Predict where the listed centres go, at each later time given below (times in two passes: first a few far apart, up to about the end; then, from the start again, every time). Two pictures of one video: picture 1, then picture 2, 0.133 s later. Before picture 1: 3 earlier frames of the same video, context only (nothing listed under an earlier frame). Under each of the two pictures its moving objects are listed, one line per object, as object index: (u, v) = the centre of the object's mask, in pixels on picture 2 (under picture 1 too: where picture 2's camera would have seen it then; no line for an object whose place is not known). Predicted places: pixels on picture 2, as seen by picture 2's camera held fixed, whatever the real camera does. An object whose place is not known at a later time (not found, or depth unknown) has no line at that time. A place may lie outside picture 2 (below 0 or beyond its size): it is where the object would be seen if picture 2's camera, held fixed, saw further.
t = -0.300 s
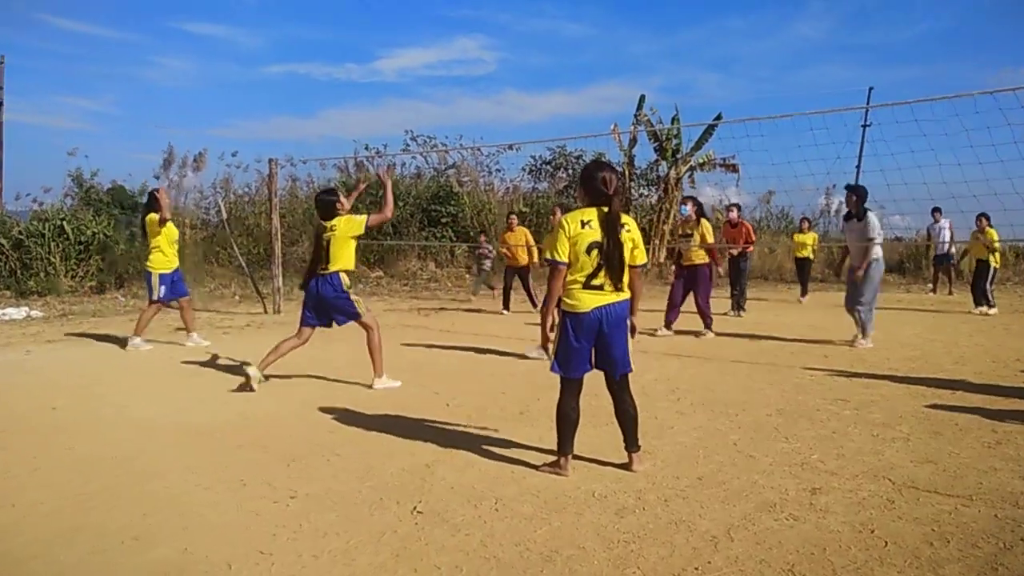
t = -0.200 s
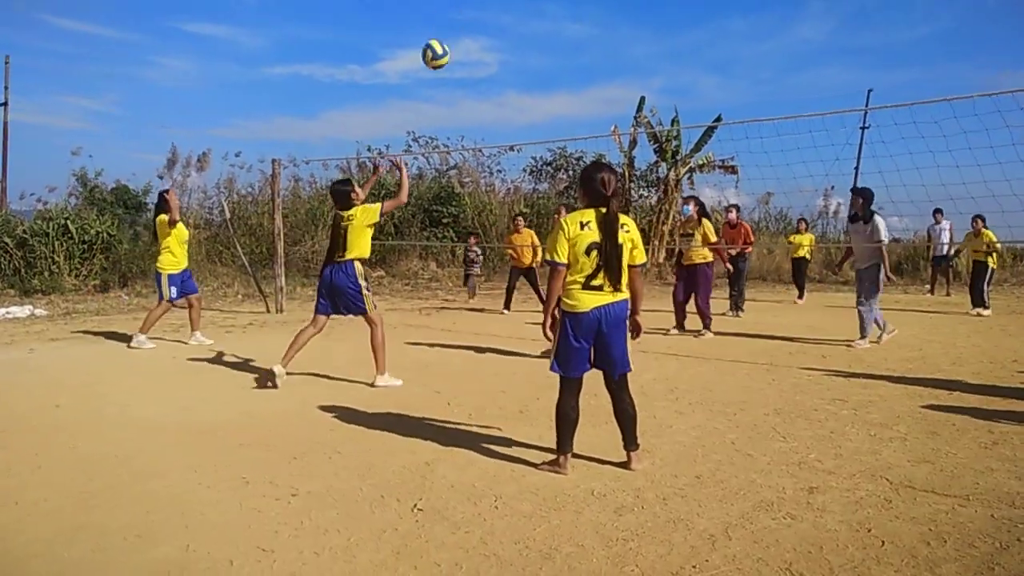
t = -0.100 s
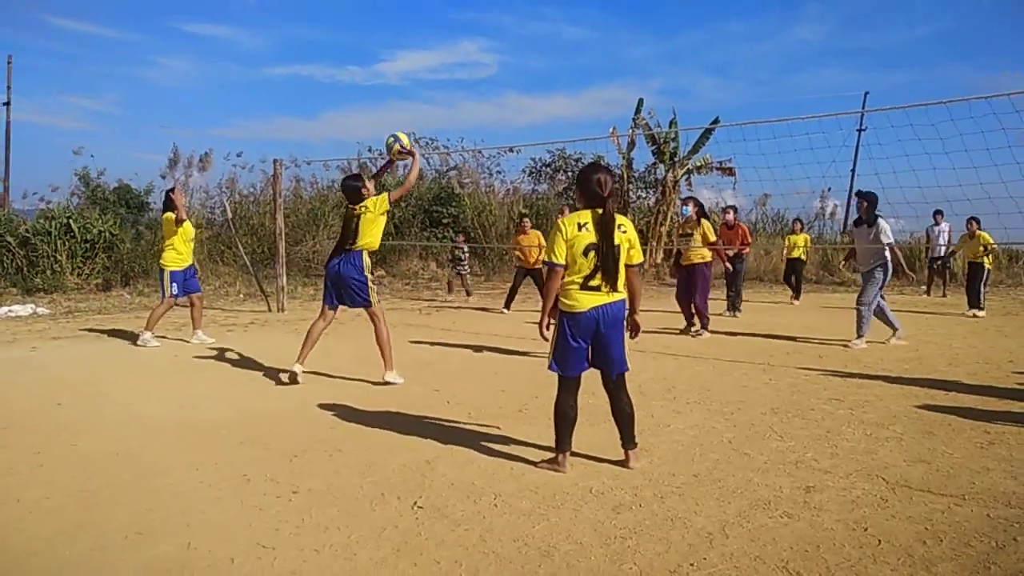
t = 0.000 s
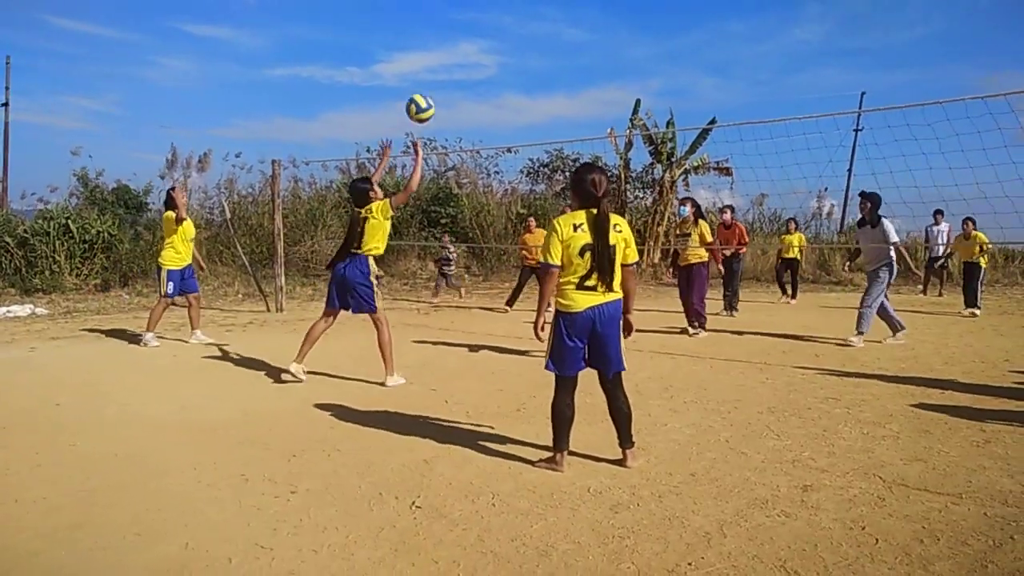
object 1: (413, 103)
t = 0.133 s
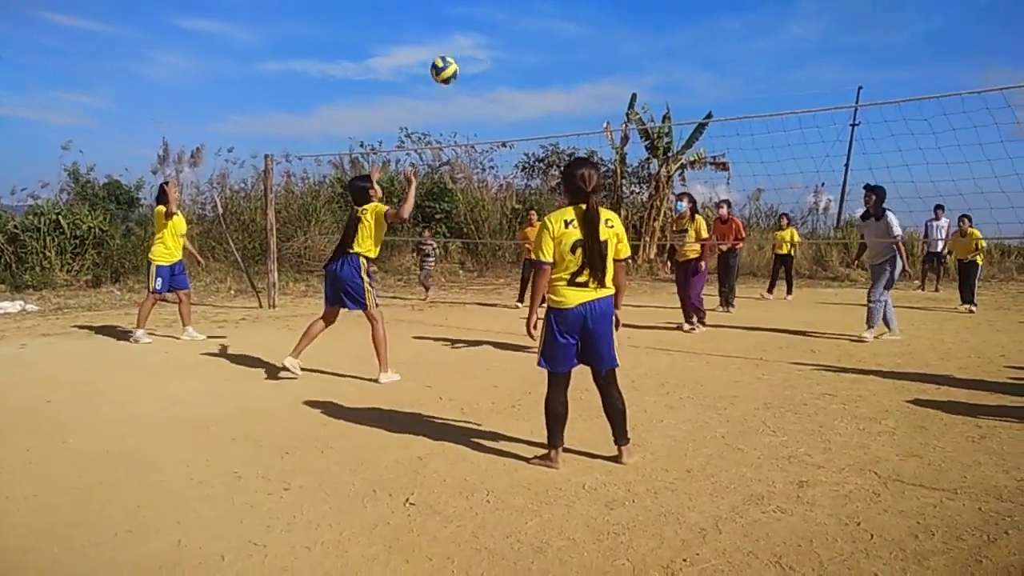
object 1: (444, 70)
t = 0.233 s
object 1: (466, 61)
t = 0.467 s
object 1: (517, 90)
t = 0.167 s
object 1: (452, 65)
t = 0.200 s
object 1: (459, 62)
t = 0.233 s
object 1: (466, 61)
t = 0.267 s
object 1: (473, 61)
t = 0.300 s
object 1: (480, 63)
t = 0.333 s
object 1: (488, 65)
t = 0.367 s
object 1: (496, 69)
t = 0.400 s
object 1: (502, 75)
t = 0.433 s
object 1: (509, 82)
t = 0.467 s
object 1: (517, 90)
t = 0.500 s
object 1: (523, 100)
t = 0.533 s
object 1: (530, 111)
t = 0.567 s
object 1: (536, 124)
